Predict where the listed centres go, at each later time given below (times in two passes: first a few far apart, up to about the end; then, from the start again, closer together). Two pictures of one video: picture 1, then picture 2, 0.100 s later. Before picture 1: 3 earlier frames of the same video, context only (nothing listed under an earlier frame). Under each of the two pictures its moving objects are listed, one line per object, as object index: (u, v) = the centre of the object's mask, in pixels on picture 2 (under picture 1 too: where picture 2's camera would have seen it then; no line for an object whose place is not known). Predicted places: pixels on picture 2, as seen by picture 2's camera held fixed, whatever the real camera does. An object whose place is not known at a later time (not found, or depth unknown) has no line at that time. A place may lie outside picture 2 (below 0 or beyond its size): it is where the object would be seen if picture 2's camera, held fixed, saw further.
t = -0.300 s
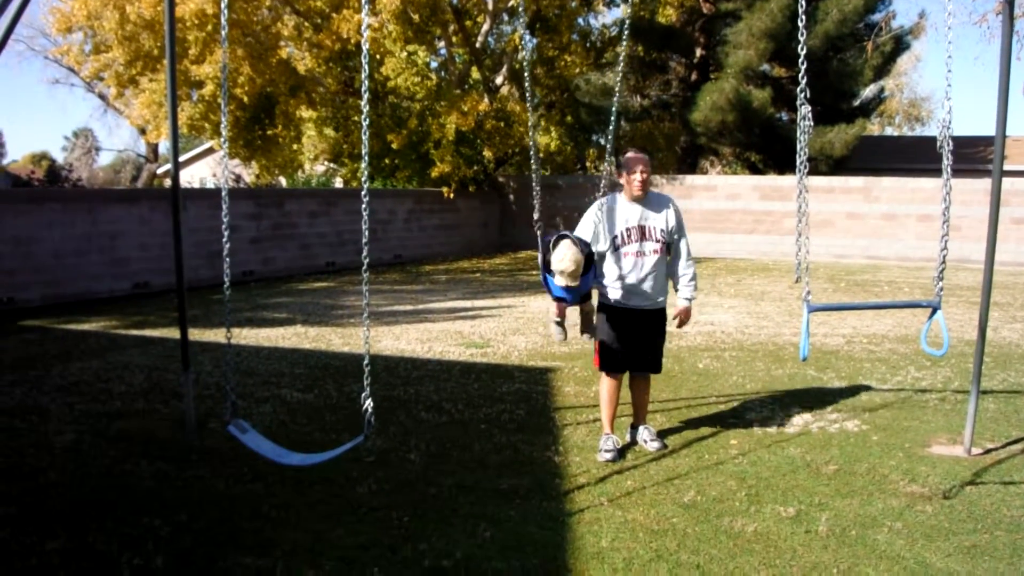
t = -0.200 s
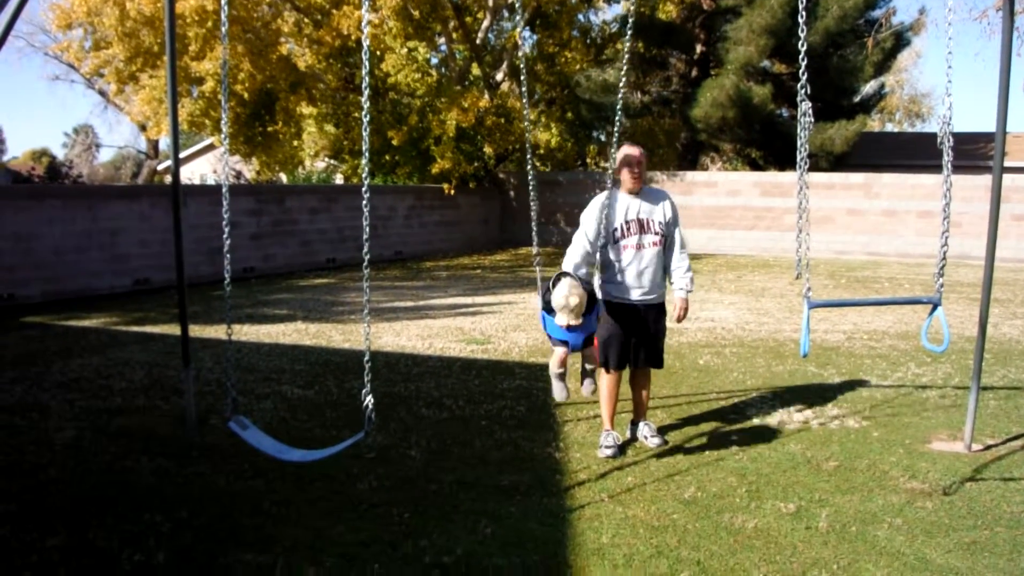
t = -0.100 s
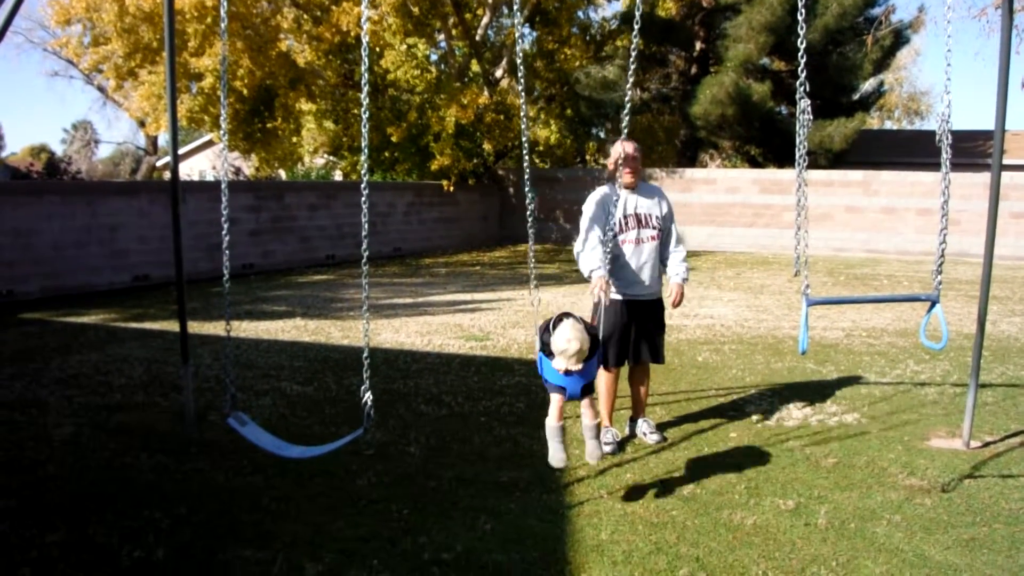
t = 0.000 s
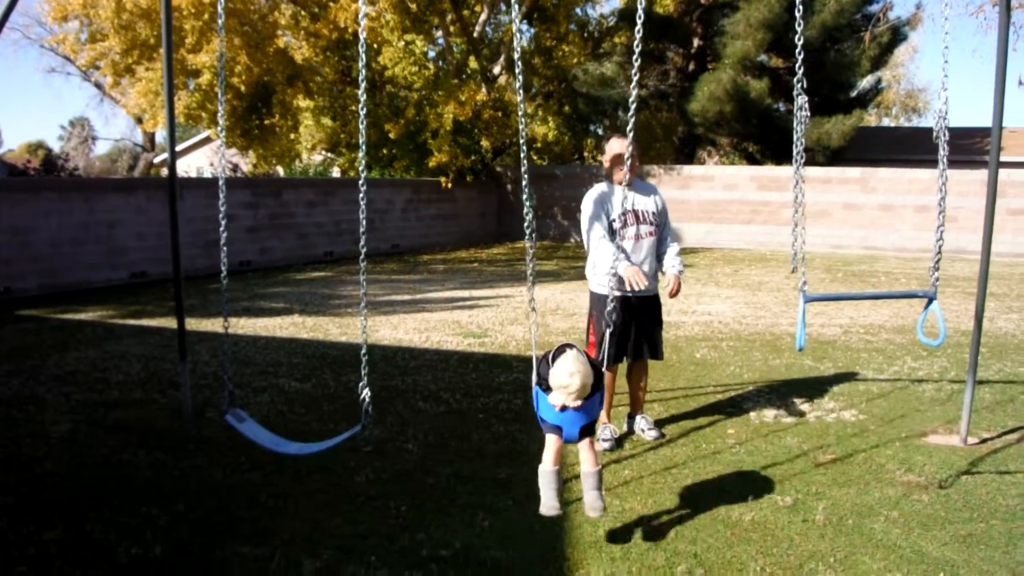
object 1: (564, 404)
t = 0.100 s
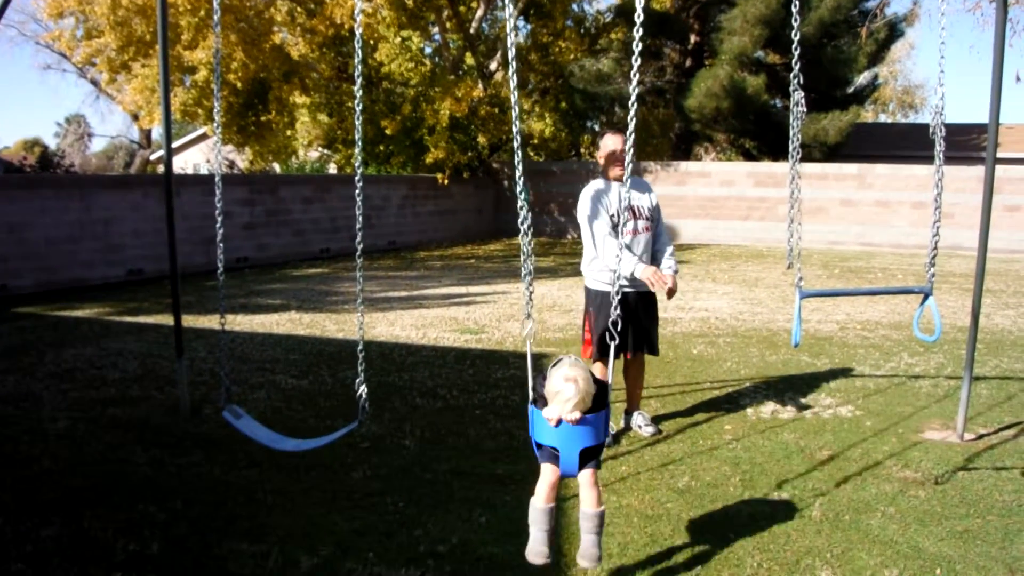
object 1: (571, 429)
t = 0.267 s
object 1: (577, 423)
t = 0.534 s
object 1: (603, 200)
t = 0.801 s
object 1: (622, 49)
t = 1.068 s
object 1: (615, 153)
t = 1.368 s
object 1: (585, 393)
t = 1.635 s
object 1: (571, 433)
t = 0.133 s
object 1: (573, 432)
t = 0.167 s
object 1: (575, 437)
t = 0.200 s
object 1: (576, 430)
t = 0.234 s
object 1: (577, 427)
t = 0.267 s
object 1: (577, 423)
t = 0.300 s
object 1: (581, 411)
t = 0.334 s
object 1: (584, 393)
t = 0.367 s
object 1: (589, 375)
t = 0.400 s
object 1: (592, 349)
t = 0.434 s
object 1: (595, 319)
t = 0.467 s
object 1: (599, 282)
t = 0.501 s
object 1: (601, 240)
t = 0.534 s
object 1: (603, 200)
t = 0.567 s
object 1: (605, 168)
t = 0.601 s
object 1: (607, 138)
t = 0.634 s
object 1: (609, 117)
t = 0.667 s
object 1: (611, 115)
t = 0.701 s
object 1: (614, 95)
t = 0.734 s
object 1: (618, 75)
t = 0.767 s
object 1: (622, 60)
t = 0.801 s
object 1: (622, 49)
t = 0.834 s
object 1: (622, 46)
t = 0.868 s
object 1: (621, 48)
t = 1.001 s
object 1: (619, 91)
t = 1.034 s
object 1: (618, 124)
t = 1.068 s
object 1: (615, 153)
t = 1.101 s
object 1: (613, 183)
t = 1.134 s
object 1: (608, 217)
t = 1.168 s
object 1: (604, 252)
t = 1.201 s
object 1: (605, 281)
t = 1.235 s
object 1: (593, 303)
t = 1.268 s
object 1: (599, 314)
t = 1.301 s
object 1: (595, 342)
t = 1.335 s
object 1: (589, 367)
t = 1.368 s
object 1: (585, 393)
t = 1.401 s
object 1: (584, 411)
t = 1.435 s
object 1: (581, 425)
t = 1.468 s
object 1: (579, 434)
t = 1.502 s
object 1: (578, 441)
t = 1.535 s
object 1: (576, 443)
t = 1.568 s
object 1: (575, 443)
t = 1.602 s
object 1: (573, 439)
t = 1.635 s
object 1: (571, 433)
